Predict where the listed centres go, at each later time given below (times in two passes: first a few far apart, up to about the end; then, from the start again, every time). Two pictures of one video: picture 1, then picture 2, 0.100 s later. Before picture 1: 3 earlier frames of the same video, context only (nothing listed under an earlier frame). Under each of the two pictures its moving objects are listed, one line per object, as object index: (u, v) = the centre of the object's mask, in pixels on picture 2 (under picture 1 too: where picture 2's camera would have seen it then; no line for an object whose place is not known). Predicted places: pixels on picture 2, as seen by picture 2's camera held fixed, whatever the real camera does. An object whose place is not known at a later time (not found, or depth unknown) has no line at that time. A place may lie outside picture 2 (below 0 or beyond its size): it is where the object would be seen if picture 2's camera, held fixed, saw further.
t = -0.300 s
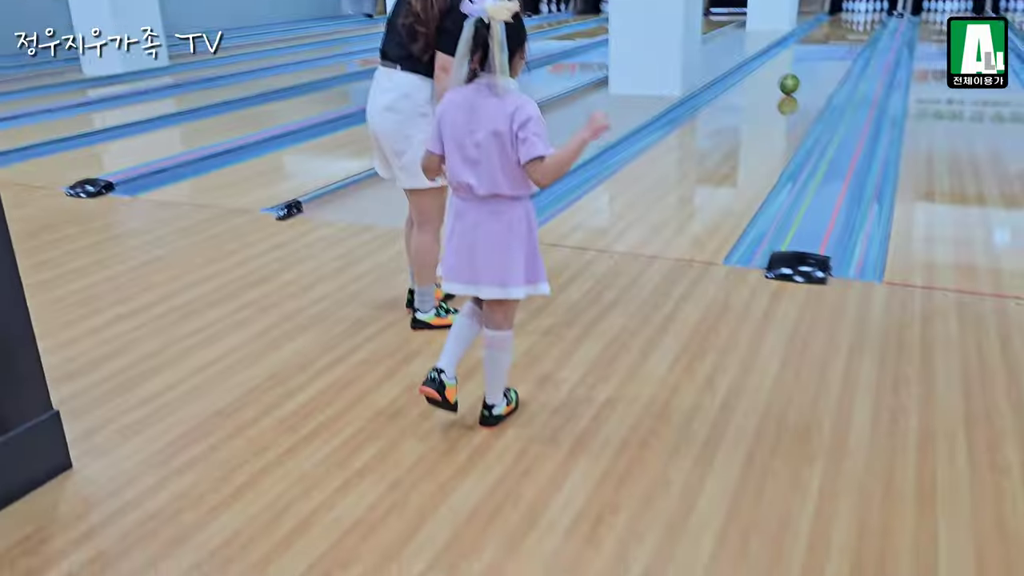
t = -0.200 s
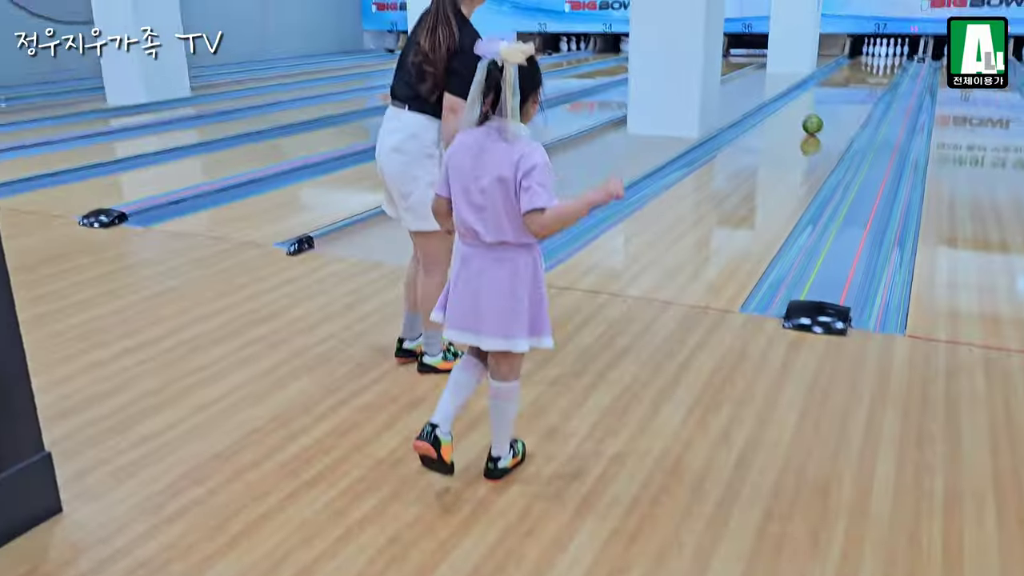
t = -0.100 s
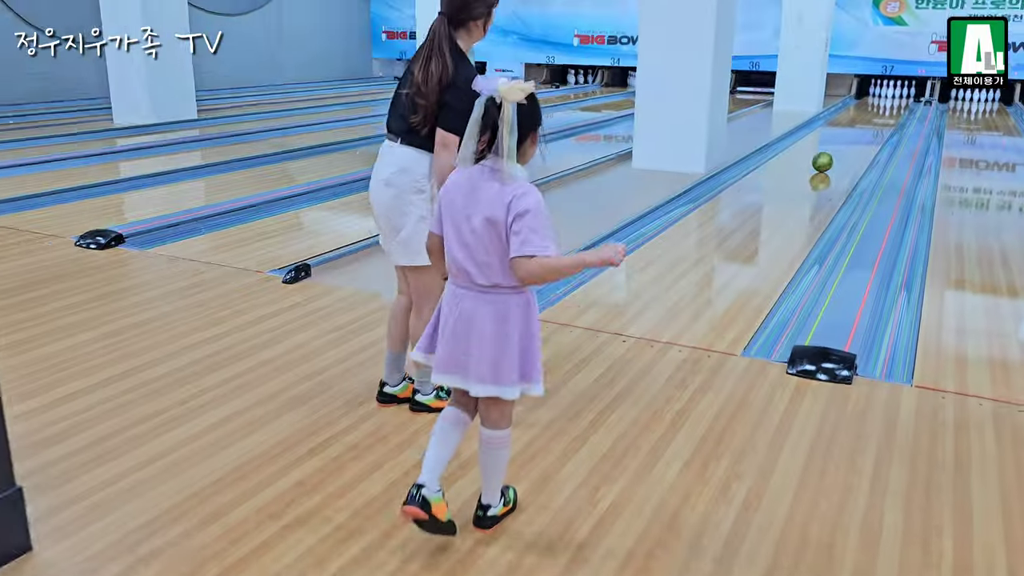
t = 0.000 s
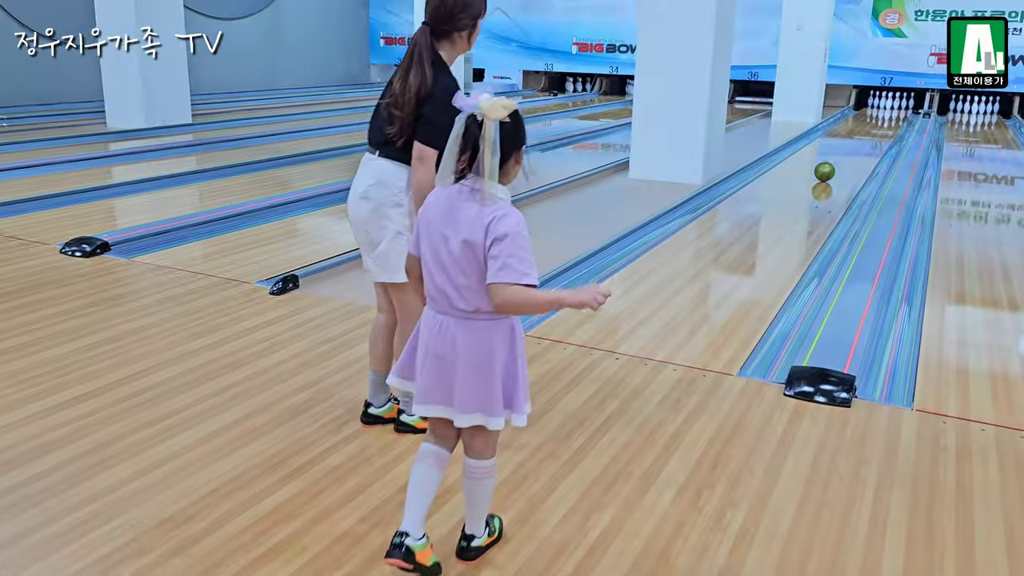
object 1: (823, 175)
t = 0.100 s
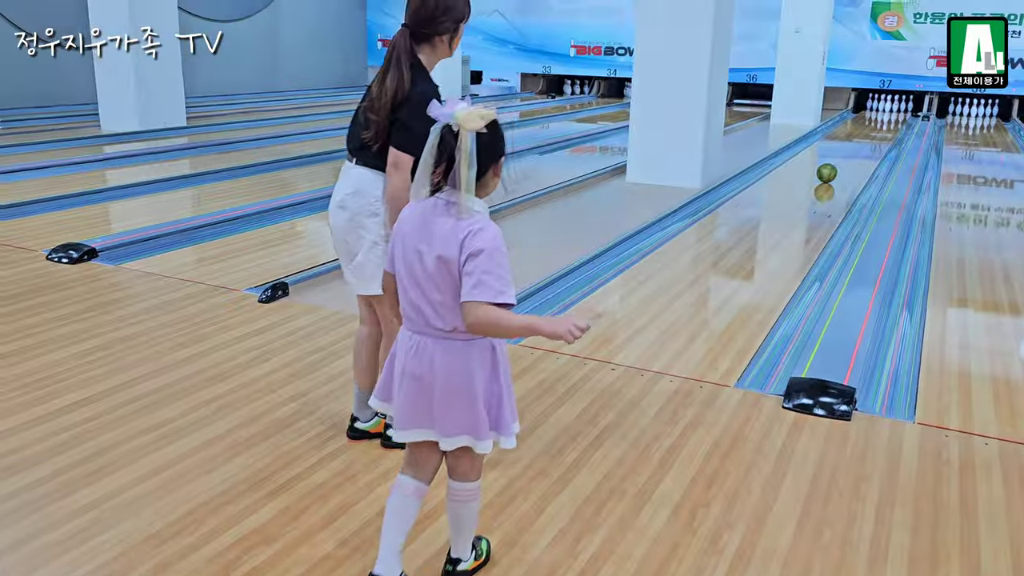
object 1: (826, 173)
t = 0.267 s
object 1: (831, 169)
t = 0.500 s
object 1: (838, 164)
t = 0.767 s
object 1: (847, 159)
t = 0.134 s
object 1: (827, 172)
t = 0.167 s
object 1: (828, 171)
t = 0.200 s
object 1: (829, 171)
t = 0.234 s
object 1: (831, 170)
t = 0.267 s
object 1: (831, 169)
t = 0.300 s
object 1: (832, 168)
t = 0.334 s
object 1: (833, 167)
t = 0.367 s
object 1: (835, 166)
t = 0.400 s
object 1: (837, 165)
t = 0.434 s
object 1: (837, 165)
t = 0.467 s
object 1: (838, 164)
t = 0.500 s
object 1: (838, 164)
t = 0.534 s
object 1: (839, 163)
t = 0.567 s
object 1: (840, 163)
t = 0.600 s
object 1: (836, 162)
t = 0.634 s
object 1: (838, 162)
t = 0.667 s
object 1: (840, 162)
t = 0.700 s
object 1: (841, 161)
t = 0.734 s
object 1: (846, 160)
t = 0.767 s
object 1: (847, 159)
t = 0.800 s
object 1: (848, 158)
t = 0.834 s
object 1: (849, 158)
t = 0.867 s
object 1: (851, 157)
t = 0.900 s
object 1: (852, 157)
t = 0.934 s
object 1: (853, 156)
